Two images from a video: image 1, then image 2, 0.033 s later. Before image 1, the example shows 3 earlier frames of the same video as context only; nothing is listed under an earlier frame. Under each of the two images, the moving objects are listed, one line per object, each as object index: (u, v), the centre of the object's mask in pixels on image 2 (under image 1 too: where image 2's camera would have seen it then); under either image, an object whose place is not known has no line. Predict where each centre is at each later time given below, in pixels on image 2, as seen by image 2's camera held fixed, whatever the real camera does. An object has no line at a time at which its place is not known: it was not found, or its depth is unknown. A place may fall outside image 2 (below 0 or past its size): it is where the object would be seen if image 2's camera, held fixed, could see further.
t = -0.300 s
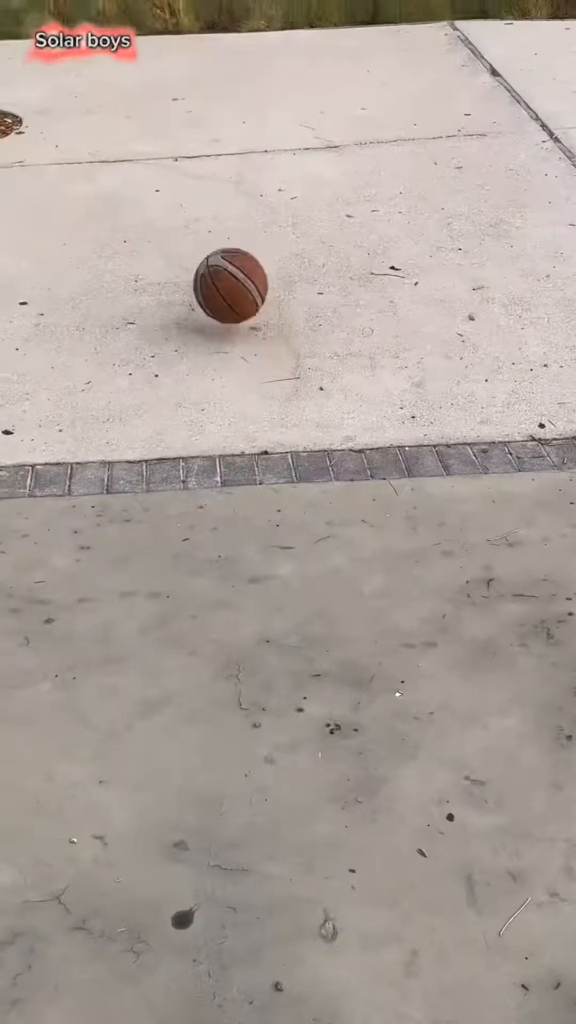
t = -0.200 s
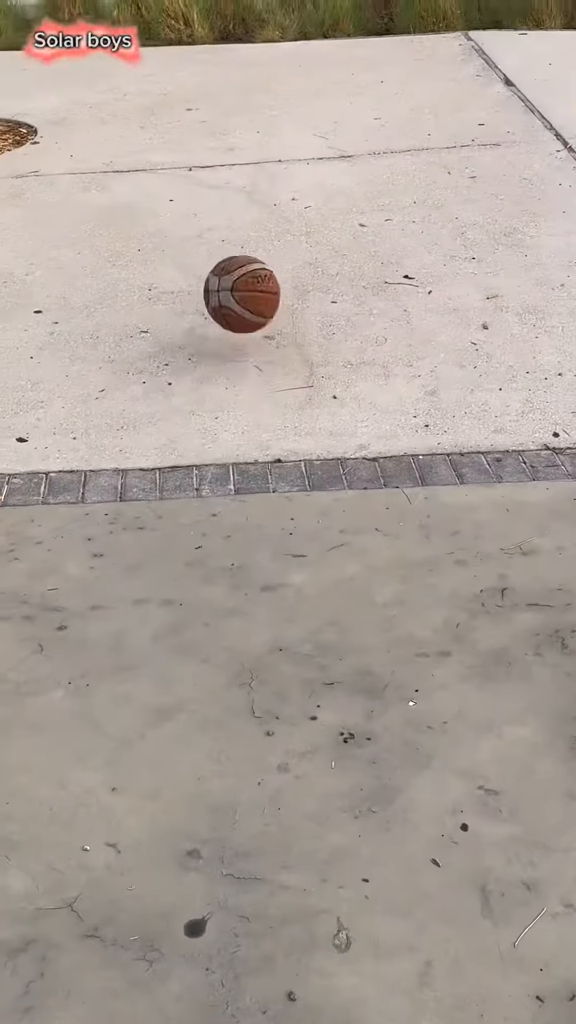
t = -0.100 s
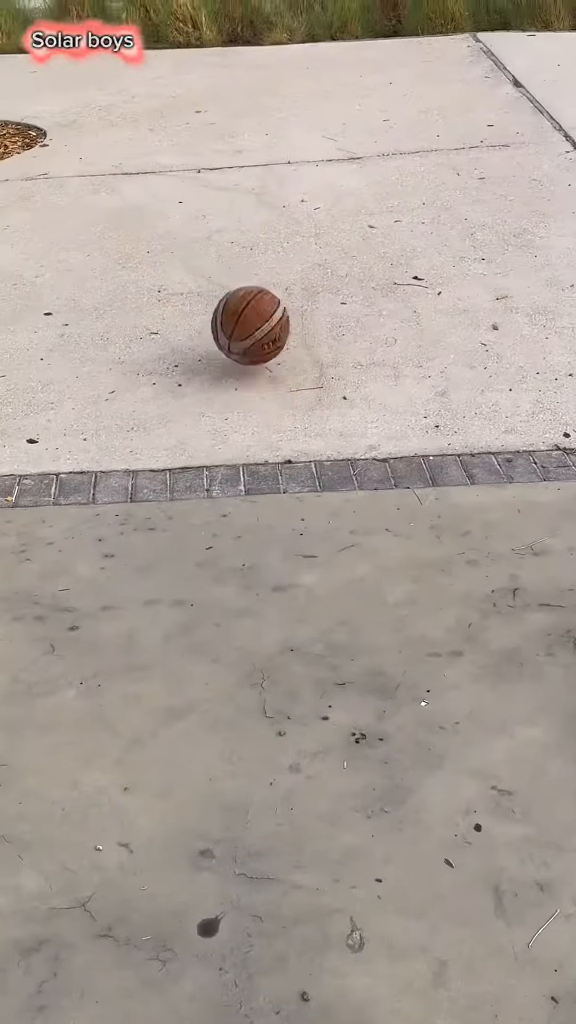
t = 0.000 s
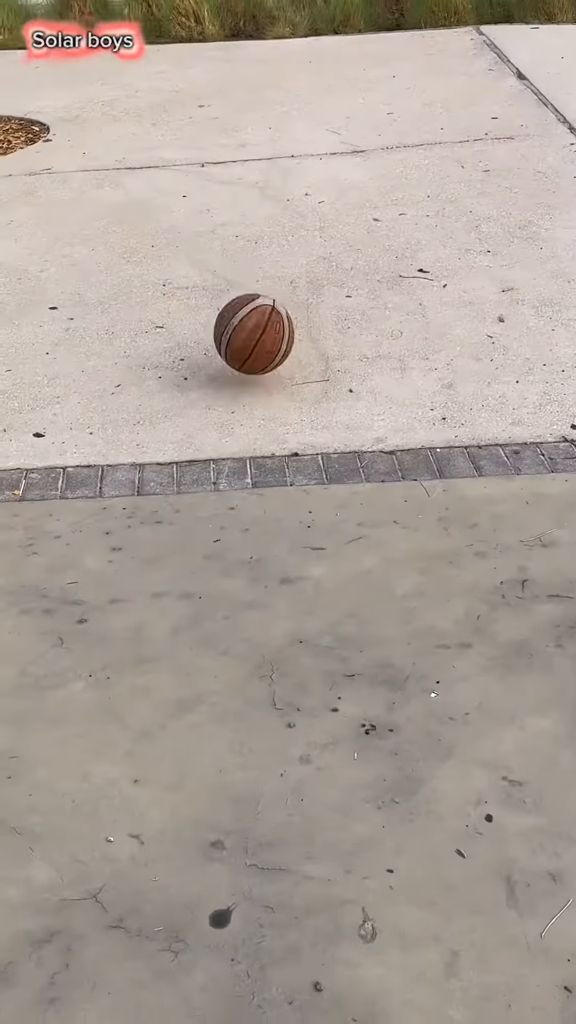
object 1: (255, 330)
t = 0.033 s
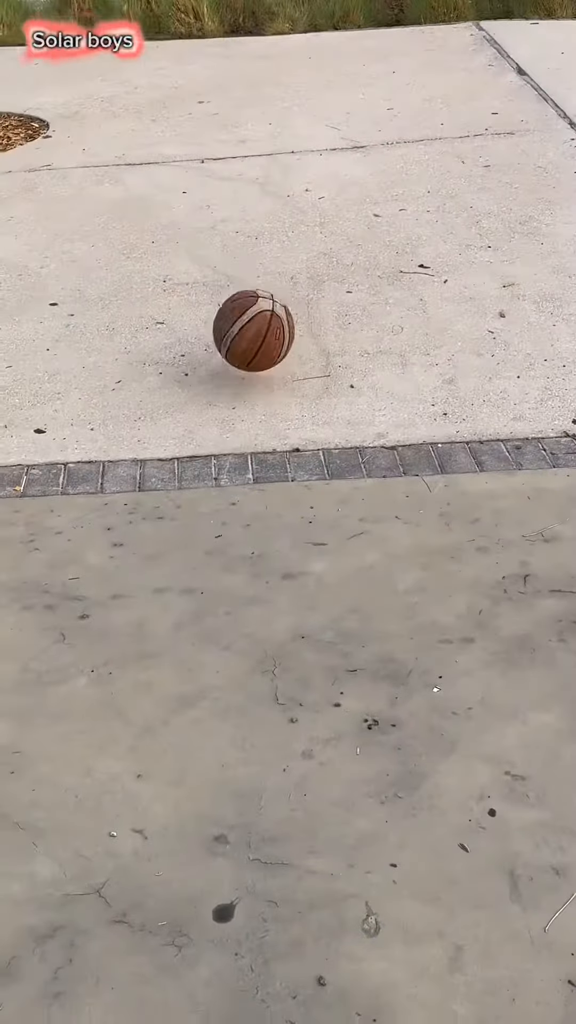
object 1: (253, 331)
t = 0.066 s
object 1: (252, 335)
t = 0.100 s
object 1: (251, 343)
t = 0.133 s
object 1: (251, 355)
